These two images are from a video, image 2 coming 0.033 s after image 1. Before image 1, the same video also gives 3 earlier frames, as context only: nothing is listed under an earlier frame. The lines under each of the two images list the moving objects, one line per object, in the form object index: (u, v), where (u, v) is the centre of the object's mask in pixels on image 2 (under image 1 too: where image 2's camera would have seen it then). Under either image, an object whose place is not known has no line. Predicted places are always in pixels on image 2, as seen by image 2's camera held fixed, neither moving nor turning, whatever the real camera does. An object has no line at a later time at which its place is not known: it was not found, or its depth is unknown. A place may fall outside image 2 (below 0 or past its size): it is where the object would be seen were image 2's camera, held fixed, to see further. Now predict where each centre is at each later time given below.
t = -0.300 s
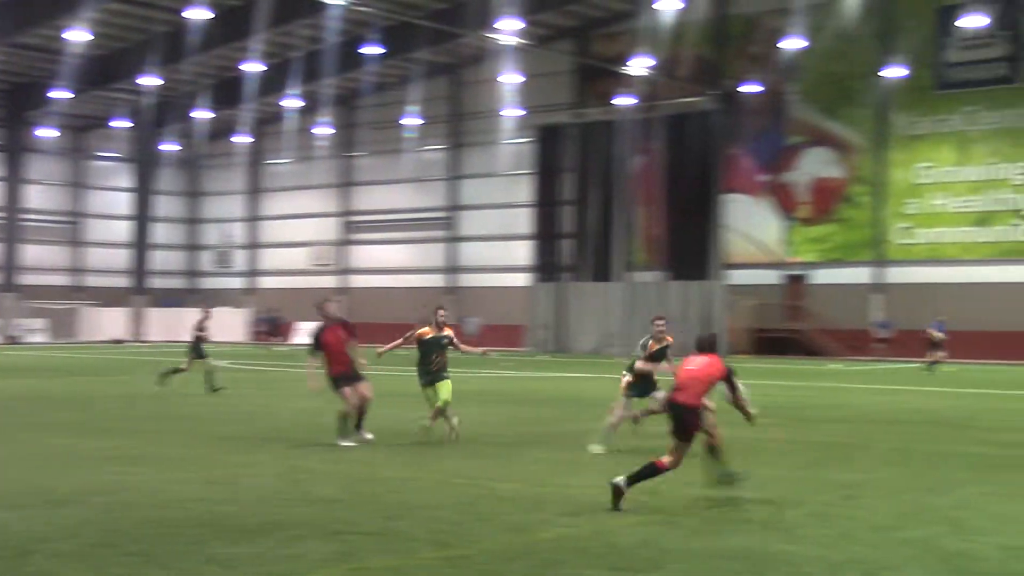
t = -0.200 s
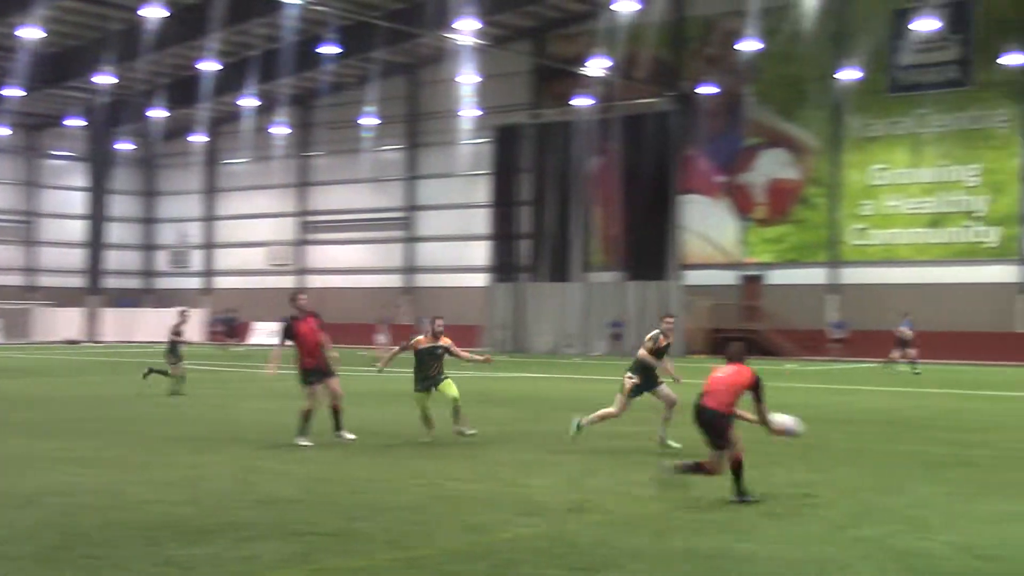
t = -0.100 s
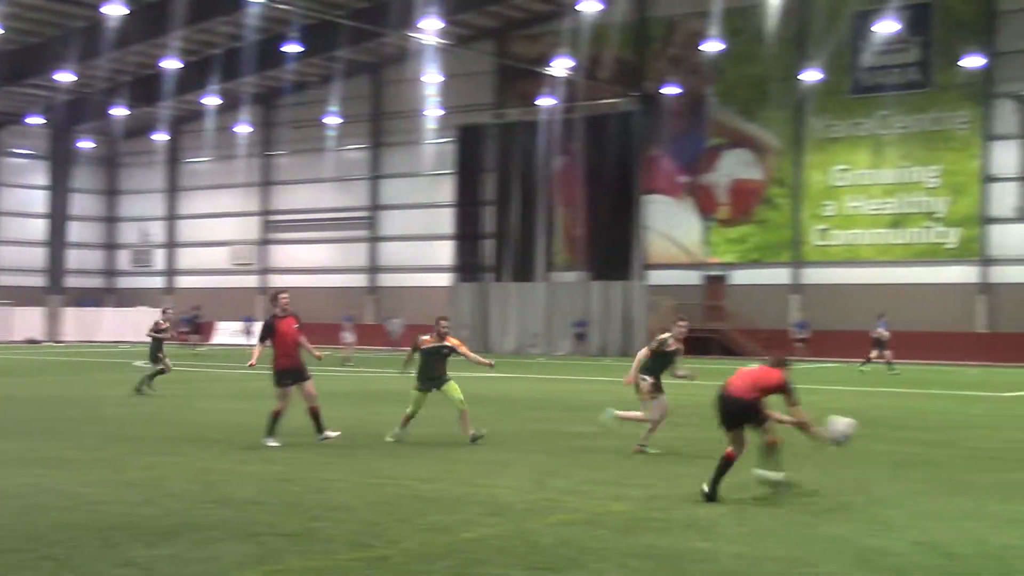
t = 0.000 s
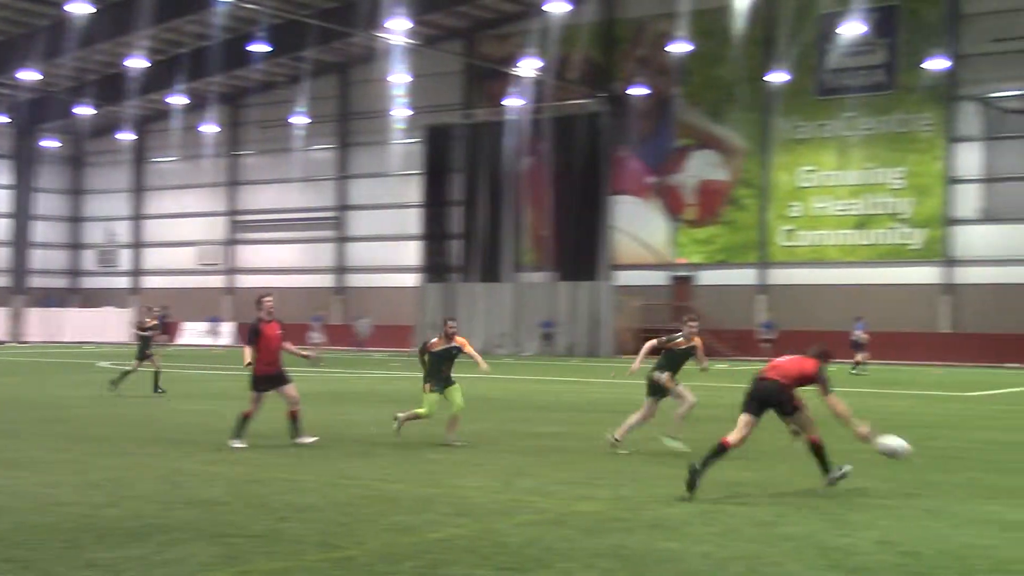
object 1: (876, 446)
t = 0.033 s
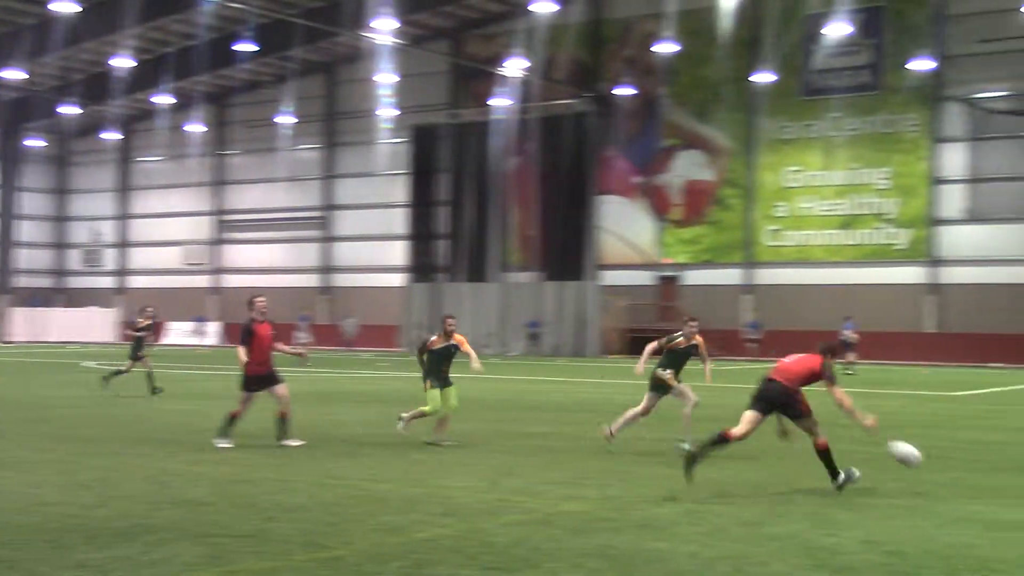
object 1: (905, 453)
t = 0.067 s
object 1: (934, 462)
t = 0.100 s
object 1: (963, 471)
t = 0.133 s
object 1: (992, 482)
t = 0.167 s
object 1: (1015, 483)
